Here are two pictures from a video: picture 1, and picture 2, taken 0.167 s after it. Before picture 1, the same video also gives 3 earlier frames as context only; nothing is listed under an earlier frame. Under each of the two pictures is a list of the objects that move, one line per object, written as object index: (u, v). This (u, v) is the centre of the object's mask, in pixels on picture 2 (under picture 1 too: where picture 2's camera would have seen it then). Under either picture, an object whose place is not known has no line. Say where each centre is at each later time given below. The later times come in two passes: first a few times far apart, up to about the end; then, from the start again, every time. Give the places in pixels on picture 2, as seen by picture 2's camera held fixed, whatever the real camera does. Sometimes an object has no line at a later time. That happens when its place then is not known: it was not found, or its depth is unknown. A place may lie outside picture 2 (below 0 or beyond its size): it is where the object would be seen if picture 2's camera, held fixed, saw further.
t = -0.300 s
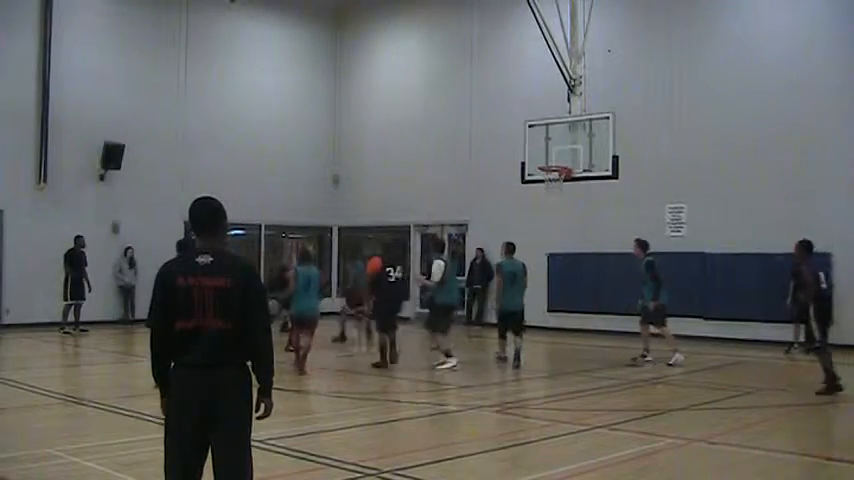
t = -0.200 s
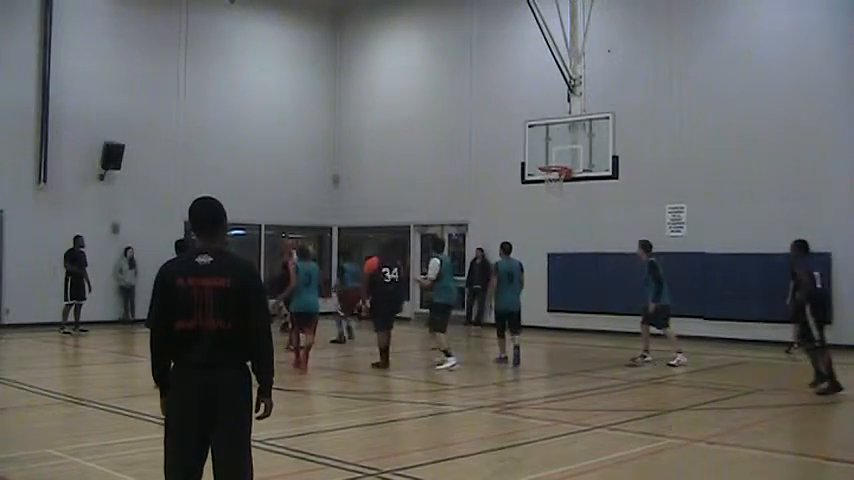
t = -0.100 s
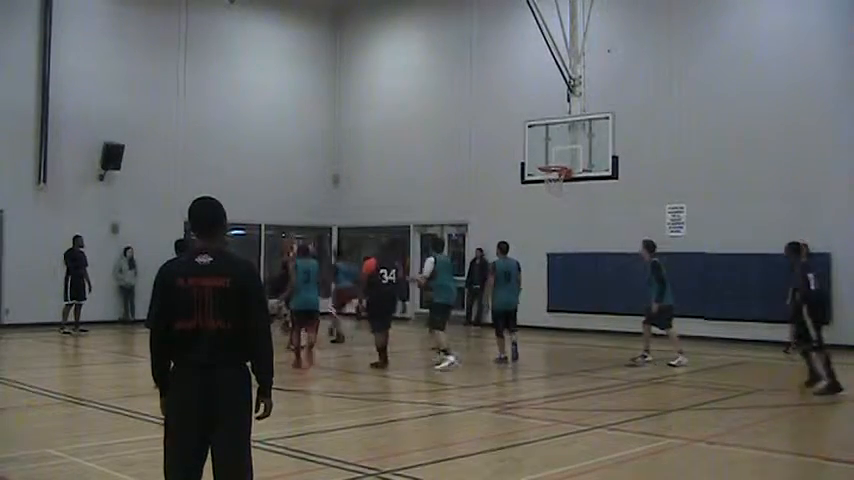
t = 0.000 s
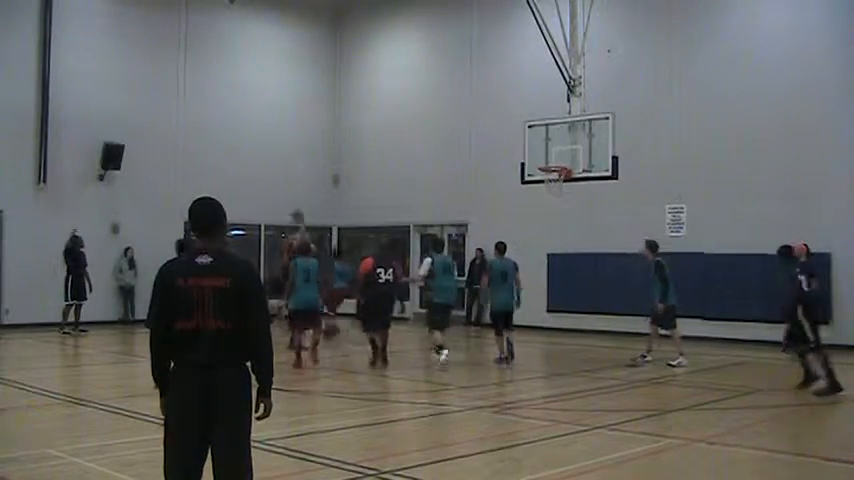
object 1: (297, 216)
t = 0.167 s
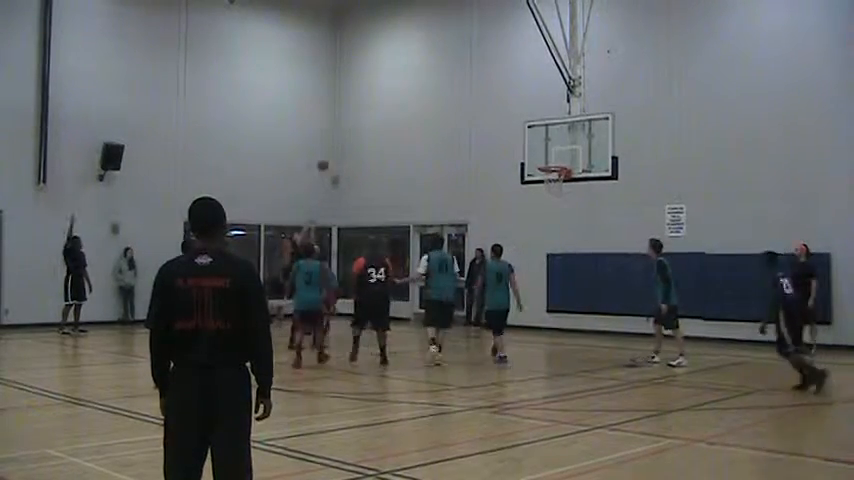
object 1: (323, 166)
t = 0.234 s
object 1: (331, 148)
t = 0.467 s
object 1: (371, 102)
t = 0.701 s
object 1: (410, 82)
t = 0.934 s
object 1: (452, 90)
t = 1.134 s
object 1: (491, 121)
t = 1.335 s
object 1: (531, 179)
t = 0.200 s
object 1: (328, 156)
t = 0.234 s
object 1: (331, 148)
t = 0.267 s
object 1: (339, 140)
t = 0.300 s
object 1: (344, 133)
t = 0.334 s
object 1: (349, 125)
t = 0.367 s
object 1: (355, 119)
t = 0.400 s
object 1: (360, 113)
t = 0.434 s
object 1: (366, 107)
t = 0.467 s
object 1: (371, 102)
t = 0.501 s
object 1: (377, 98)
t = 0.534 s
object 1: (382, 94)
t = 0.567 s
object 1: (388, 90)
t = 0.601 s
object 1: (393, 88)
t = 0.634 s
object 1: (399, 85)
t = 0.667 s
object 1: (405, 84)
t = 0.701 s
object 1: (410, 82)
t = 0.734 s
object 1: (416, 82)
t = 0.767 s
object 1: (422, 82)
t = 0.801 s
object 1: (428, 82)
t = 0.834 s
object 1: (434, 83)
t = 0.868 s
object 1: (440, 85)
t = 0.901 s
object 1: (446, 87)
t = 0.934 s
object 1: (452, 90)
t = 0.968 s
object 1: (458, 93)
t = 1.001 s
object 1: (465, 97)
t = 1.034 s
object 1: (471, 103)
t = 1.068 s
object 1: (477, 108)
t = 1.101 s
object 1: (484, 114)
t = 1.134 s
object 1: (491, 121)
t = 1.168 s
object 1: (497, 128)
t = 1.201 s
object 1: (504, 137)
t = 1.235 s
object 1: (512, 147)
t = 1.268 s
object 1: (519, 155)
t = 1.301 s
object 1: (525, 167)
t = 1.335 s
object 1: (531, 179)
